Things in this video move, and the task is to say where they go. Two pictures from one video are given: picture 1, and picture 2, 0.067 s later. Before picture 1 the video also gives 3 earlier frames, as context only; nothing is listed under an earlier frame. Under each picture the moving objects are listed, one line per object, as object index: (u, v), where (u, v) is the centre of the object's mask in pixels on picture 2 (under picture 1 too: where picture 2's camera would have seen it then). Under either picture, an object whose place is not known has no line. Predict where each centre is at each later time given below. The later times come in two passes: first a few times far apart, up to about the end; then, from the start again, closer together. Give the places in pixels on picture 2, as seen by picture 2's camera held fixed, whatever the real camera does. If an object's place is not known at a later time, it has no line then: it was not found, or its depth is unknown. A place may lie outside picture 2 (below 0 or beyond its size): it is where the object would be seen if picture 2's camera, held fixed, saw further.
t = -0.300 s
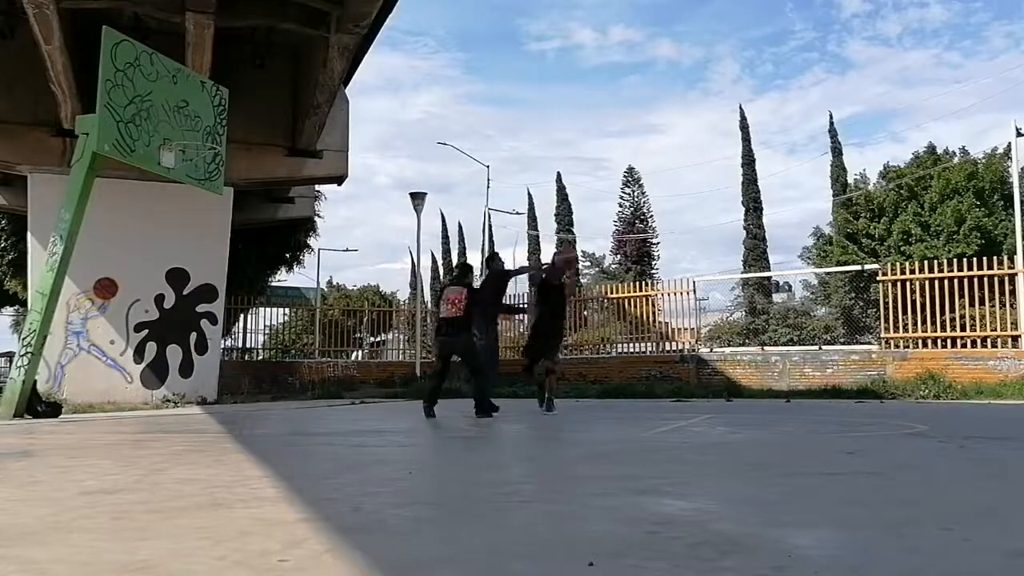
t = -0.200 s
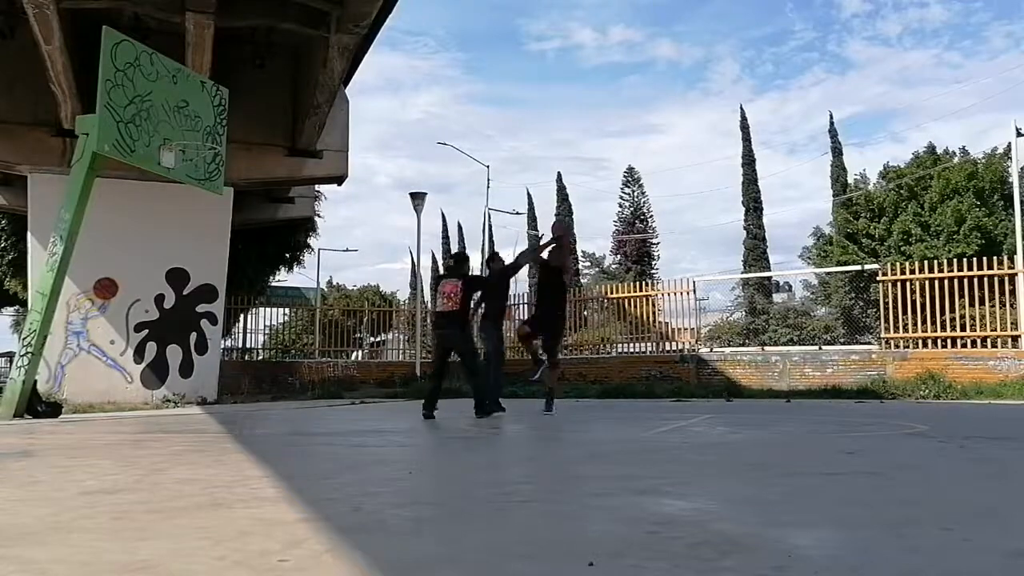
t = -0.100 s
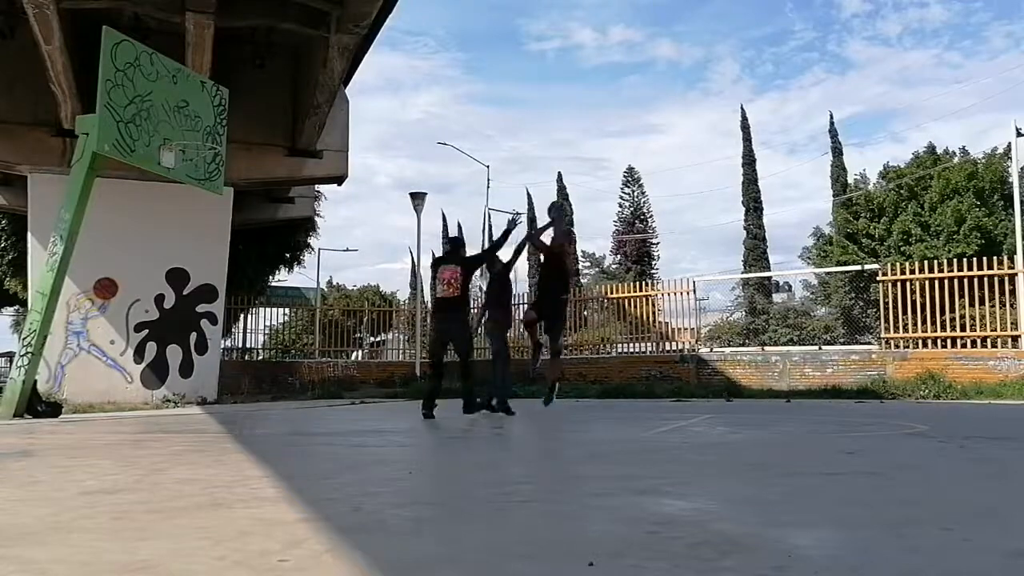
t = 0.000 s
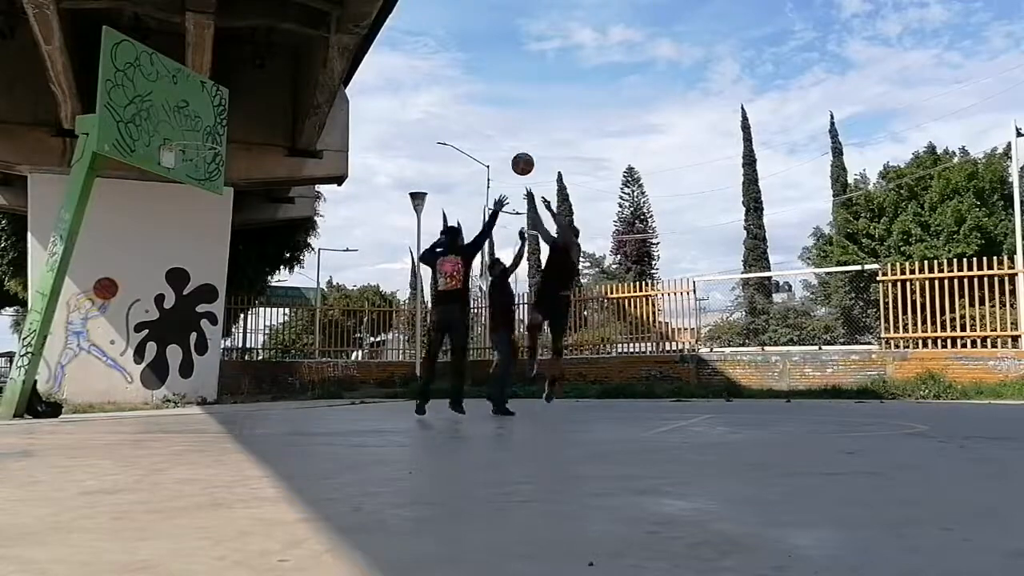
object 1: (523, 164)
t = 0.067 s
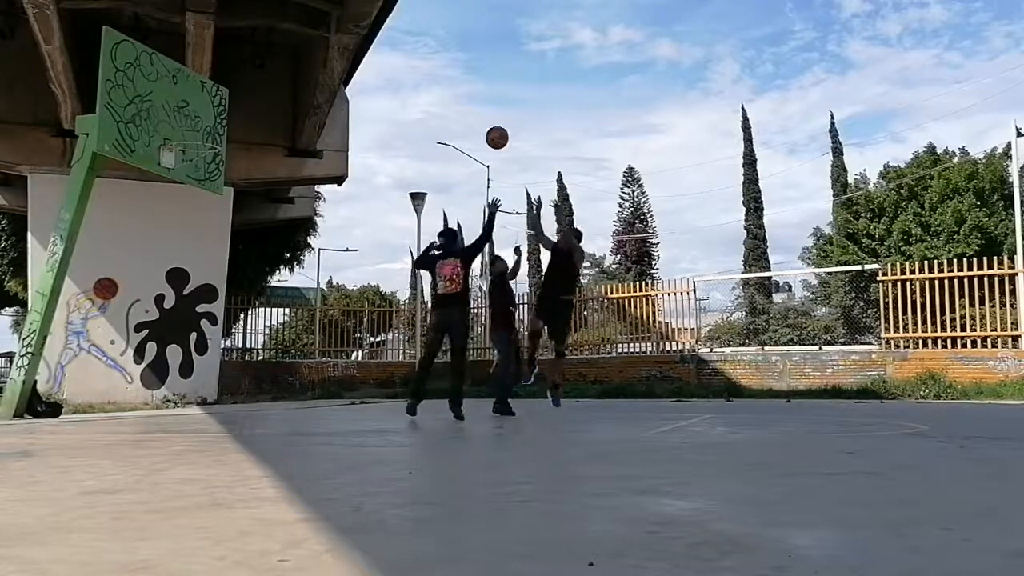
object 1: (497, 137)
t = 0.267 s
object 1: (420, 82)
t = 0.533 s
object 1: (315, 64)
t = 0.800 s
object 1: (205, 109)
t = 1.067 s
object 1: (175, 79)
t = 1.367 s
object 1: (176, 52)
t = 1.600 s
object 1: (177, 86)
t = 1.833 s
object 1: (162, 117)
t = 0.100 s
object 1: (484, 126)
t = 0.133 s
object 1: (471, 115)
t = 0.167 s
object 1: (458, 105)
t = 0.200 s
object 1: (445, 97)
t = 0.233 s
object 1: (433, 89)
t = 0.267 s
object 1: (420, 82)
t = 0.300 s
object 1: (407, 76)
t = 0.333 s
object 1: (394, 72)
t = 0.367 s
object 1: (381, 67)
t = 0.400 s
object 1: (368, 65)
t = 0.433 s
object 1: (354, 63)
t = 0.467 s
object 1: (342, 63)
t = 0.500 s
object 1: (330, 63)
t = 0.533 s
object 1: (315, 64)
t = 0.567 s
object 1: (302, 66)
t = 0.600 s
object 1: (288, 69)
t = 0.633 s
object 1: (274, 74)
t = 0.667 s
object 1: (261, 79)
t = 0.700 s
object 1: (247, 84)
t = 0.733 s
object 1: (235, 92)
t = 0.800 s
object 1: (205, 109)
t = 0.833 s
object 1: (191, 120)
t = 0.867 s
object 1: (176, 131)
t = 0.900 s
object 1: (172, 132)
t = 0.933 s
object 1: (174, 118)
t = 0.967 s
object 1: (172, 108)
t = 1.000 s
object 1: (174, 98)
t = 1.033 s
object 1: (174, 88)
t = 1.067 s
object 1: (175, 79)
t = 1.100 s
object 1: (176, 73)
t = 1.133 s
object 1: (176, 67)
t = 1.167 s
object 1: (177, 62)
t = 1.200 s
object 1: (175, 58)
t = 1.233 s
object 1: (176, 57)
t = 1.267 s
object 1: (176, 54)
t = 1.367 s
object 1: (176, 52)
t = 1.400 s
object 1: (177, 53)
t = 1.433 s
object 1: (178, 58)
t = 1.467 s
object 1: (178, 62)
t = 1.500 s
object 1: (177, 65)
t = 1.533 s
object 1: (177, 72)
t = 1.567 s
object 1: (177, 78)
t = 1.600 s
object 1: (177, 86)
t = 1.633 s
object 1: (177, 96)
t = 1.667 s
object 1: (177, 110)
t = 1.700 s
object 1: (177, 117)
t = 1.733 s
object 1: (174, 131)
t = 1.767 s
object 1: (172, 131)
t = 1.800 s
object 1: (166, 123)
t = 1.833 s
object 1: (162, 117)
